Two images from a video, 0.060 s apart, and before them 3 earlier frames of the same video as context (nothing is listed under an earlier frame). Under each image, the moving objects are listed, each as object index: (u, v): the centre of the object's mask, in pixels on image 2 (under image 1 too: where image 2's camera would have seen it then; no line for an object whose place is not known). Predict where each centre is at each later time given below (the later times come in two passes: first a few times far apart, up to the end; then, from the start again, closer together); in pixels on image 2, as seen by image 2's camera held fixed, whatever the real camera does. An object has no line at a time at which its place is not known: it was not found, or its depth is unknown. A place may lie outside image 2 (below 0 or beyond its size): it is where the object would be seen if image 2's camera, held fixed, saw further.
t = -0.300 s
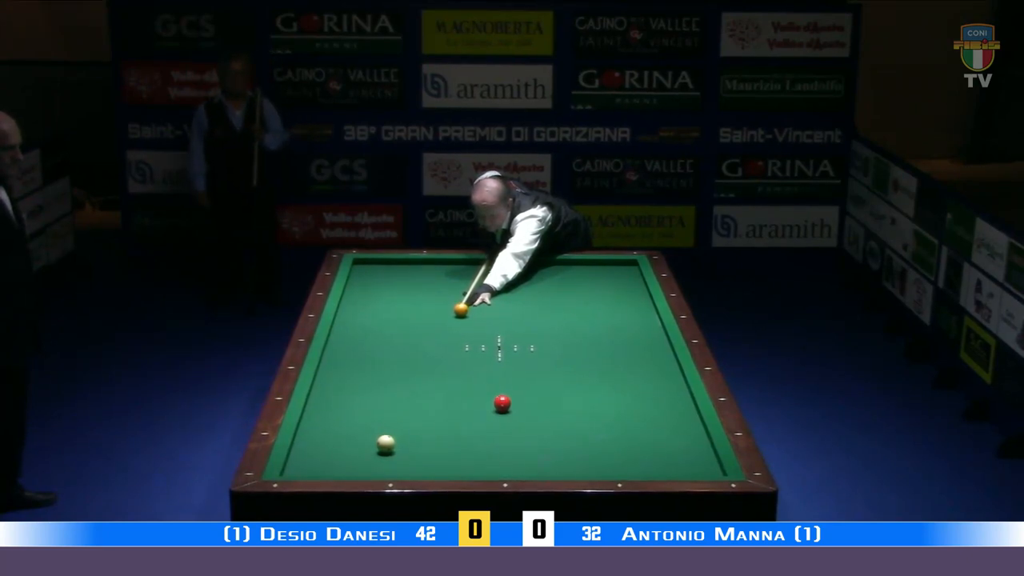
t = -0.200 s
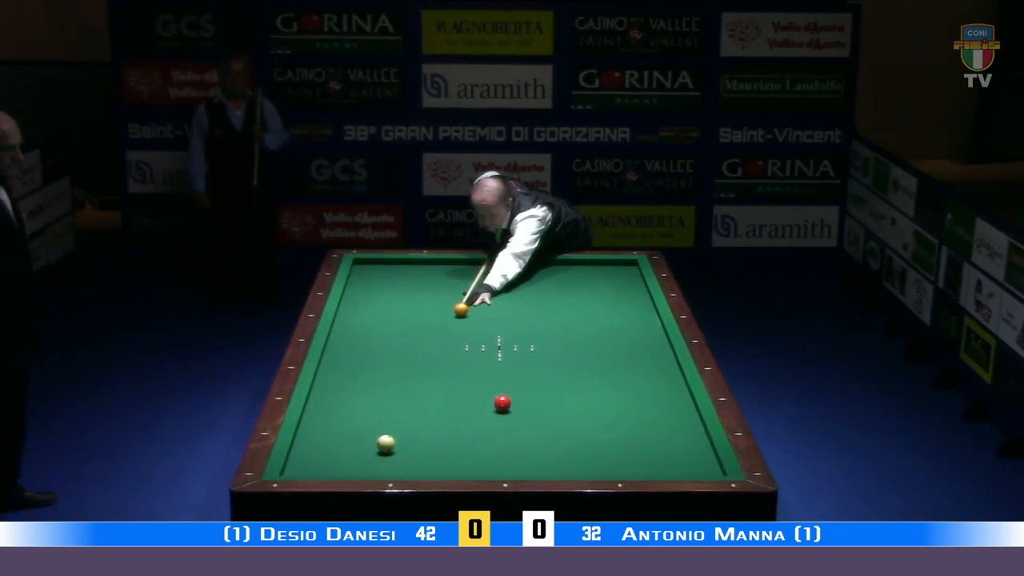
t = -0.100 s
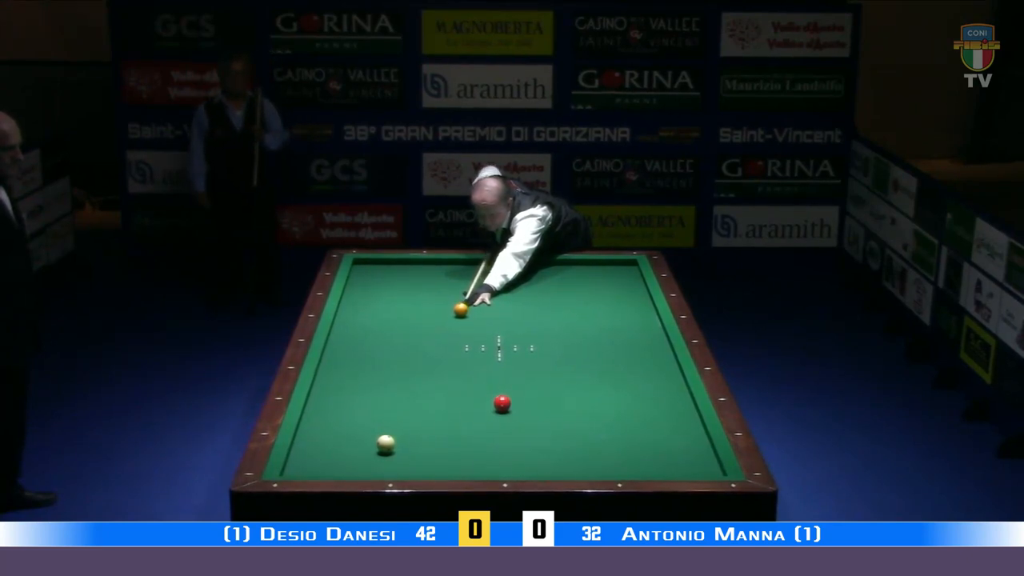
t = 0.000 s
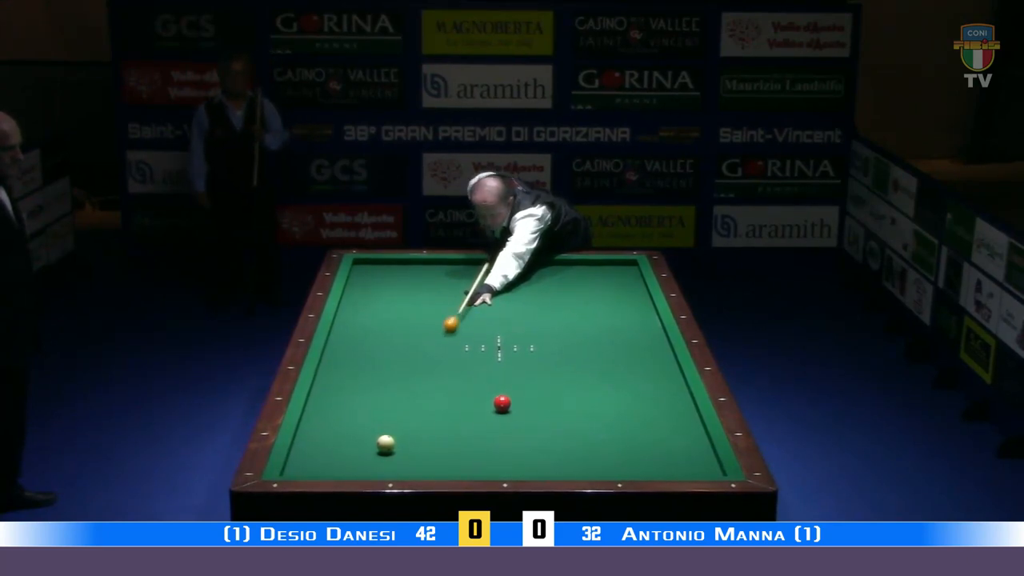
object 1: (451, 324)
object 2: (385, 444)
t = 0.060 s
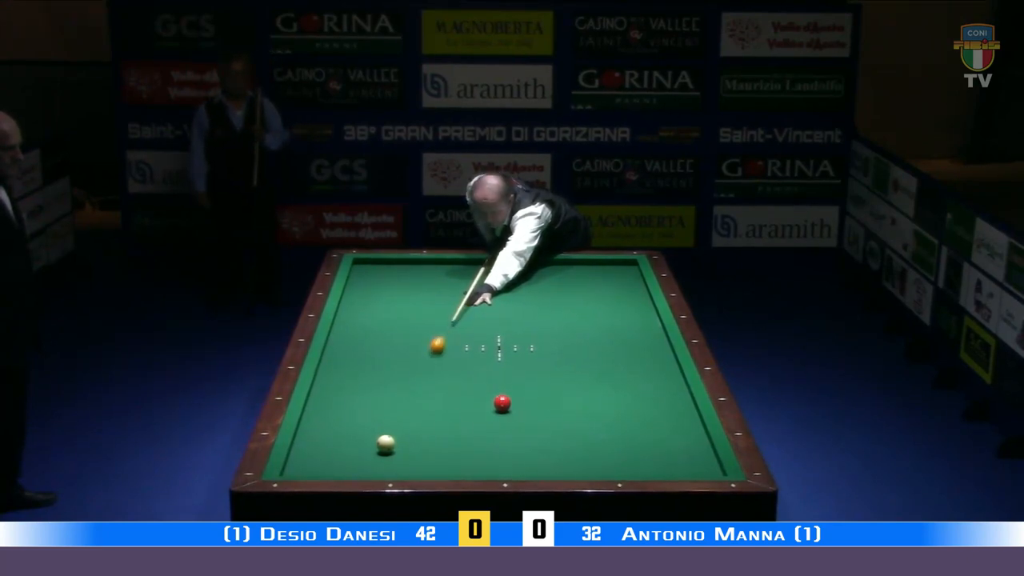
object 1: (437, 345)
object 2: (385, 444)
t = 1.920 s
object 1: (667, 452)
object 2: (549, 265)
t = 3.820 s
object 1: (392, 424)
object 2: (566, 377)
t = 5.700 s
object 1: (382, 409)
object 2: (570, 442)
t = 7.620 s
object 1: (462, 402)
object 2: (555, 372)
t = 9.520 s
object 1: (492, 398)
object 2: (542, 331)
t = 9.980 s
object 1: (493, 398)
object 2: (539, 323)
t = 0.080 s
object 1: (433, 353)
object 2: (385, 444)
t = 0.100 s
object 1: (428, 360)
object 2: (385, 444)
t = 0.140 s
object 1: (418, 375)
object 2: (385, 444)
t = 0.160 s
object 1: (412, 384)
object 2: (385, 444)
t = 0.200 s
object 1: (402, 400)
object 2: (385, 444)
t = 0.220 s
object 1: (396, 409)
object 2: (385, 444)
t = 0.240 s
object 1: (390, 418)
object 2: (385, 444)
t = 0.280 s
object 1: (376, 435)
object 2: (386, 445)
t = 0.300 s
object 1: (365, 439)
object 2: (392, 450)
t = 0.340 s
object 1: (338, 445)
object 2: (407, 464)
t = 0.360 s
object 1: (326, 447)
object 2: (414, 469)
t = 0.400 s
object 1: (299, 453)
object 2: (424, 465)
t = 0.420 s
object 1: (299, 455)
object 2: (428, 459)
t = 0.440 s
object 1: (308, 456)
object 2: (432, 454)
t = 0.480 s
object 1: (328, 457)
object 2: (438, 443)
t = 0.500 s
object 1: (337, 458)
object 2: (442, 438)
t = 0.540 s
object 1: (355, 461)
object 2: (448, 428)
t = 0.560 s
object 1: (363, 462)
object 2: (451, 424)
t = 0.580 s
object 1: (372, 462)
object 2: (454, 419)
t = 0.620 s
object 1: (389, 464)
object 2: (459, 411)
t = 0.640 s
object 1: (396, 465)
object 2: (462, 407)
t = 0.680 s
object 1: (412, 466)
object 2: (467, 398)
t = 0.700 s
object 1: (419, 467)
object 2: (469, 395)
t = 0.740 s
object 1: (433, 468)
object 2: (474, 388)
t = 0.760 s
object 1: (440, 469)
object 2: (476, 385)
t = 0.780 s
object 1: (447, 469)
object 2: (478, 381)
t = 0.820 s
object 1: (460, 471)
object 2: (481, 375)
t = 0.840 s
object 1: (467, 471)
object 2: (483, 372)
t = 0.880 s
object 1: (479, 470)
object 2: (486, 366)
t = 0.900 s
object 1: (485, 469)
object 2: (489, 363)
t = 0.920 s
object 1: (490, 469)
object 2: (490, 361)
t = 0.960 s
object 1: (502, 469)
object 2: (493, 355)
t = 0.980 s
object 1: (508, 468)
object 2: (494, 353)
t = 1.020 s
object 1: (520, 468)
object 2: (497, 347)
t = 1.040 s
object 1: (526, 468)
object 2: (499, 345)
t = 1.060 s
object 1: (532, 467)
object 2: (501, 342)
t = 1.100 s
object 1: (544, 467)
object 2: (504, 337)
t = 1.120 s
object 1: (549, 466)
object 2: (505, 335)
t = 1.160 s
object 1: (561, 466)
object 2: (507, 330)
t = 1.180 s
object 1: (566, 466)
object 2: (509, 328)
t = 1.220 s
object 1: (578, 465)
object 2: (512, 323)
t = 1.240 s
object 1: (584, 465)
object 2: (513, 321)
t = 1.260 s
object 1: (589, 465)
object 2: (514, 319)
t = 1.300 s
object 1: (600, 464)
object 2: (517, 314)
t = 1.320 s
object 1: (606, 464)
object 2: (518, 312)
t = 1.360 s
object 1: (617, 463)
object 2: (521, 308)
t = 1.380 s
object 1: (623, 463)
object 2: (522, 306)
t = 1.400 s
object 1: (628, 463)
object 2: (523, 304)
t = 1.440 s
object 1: (639, 462)
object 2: (526, 300)
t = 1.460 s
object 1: (645, 461)
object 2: (527, 298)
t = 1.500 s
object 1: (656, 460)
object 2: (529, 294)
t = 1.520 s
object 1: (662, 460)
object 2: (531, 292)
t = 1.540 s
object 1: (666, 460)
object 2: (531, 290)
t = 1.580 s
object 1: (678, 459)
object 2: (534, 286)
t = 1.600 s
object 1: (683, 458)
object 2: (535, 285)
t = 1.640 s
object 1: (693, 458)
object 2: (537, 281)
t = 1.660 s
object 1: (699, 457)
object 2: (538, 279)
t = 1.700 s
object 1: (709, 457)
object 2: (540, 275)
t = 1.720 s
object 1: (706, 456)
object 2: (541, 273)
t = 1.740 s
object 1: (701, 455)
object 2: (542, 272)
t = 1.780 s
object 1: (693, 455)
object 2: (544, 268)
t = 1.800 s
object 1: (689, 454)
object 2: (545, 267)
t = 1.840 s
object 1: (681, 454)
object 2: (547, 263)
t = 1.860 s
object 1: (678, 453)
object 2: (548, 262)
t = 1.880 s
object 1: (675, 453)
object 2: (549, 261)
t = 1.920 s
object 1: (667, 452)
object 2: (549, 265)
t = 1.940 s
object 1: (664, 452)
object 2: (549, 266)
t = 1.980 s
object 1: (658, 451)
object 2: (549, 269)
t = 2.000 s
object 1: (654, 451)
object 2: (549, 270)
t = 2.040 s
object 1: (648, 450)
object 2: (550, 272)
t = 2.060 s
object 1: (645, 450)
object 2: (550, 274)
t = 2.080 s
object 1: (641, 449)
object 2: (550, 275)
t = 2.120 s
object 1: (635, 449)
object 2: (550, 277)
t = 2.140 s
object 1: (632, 448)
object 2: (550, 278)
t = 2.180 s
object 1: (625, 448)
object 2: (550, 281)
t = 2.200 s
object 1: (623, 447)
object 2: (551, 282)
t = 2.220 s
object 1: (619, 447)
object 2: (551, 283)
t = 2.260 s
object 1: (613, 447)
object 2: (551, 285)
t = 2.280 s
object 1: (609, 446)
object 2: (551, 286)
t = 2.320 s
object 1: (603, 446)
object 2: (552, 288)
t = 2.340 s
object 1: (600, 445)
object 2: (552, 289)
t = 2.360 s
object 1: (597, 445)
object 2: (552, 290)
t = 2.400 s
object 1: (591, 444)
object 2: (553, 292)
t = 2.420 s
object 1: (588, 444)
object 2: (553, 293)
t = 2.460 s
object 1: (582, 443)
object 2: (553, 295)
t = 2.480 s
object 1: (579, 443)
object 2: (553, 296)
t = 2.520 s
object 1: (573, 442)
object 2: (554, 298)
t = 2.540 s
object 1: (570, 442)
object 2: (554, 299)
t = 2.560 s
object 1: (567, 442)
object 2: (554, 300)
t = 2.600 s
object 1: (561, 441)
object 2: (554, 302)
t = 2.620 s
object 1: (558, 441)
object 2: (555, 303)
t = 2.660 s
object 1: (552, 440)
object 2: (555, 306)
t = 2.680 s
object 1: (549, 440)
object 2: (555, 306)
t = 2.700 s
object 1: (546, 440)
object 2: (555, 308)
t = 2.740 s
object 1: (540, 439)
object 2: (556, 310)
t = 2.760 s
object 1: (537, 439)
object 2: (556, 311)
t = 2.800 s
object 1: (531, 438)
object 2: (556, 313)
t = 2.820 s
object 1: (528, 438)
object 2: (556, 314)
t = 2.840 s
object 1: (525, 438)
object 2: (557, 315)
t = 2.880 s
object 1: (519, 437)
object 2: (557, 318)
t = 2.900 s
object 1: (516, 437)
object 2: (557, 319)
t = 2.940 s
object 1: (511, 436)
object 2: (557, 321)
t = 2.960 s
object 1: (508, 436)
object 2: (557, 322)
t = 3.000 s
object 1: (502, 435)
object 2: (558, 324)
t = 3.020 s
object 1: (500, 435)
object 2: (558, 326)
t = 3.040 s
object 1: (497, 435)
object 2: (558, 327)
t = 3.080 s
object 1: (491, 434)
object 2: (559, 329)
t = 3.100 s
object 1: (488, 434)
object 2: (559, 330)
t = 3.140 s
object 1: (483, 433)
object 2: (559, 333)
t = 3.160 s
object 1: (480, 433)
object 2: (559, 334)
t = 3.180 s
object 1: (477, 433)
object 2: (560, 335)
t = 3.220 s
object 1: (472, 432)
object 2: (560, 338)
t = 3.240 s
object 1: (469, 432)
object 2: (560, 339)
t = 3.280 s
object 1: (463, 431)
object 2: (560, 341)
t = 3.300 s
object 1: (461, 431)
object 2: (561, 343)
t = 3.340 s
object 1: (455, 430)
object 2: (561, 345)
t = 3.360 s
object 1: (452, 430)
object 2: (561, 346)
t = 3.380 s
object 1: (450, 430)
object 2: (561, 348)
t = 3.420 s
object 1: (444, 430)
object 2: (562, 350)
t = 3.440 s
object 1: (442, 429)
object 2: (562, 351)
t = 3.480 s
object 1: (436, 429)
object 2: (562, 354)
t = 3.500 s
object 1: (434, 428)
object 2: (563, 355)
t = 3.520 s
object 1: (431, 428)
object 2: (563, 357)
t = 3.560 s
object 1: (426, 428)
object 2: (564, 359)
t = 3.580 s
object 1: (423, 427)
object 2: (563, 360)
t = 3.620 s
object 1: (418, 427)
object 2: (564, 363)
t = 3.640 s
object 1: (415, 427)
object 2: (564, 365)
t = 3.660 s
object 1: (413, 427)
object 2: (564, 366)
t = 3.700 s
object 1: (408, 426)
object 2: (565, 368)
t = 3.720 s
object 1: (405, 426)
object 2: (565, 370)
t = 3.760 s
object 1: (400, 425)
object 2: (565, 373)
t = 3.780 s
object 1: (397, 425)
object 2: (565, 374)
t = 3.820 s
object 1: (392, 424)
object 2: (566, 377)
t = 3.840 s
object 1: (389, 424)
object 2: (566, 378)
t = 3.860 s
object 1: (387, 424)
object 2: (566, 380)
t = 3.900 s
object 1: (382, 423)
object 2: (567, 382)
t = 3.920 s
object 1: (380, 423)
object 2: (567, 384)
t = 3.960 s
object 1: (375, 423)
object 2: (567, 387)
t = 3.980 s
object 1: (372, 422)
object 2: (568, 388)
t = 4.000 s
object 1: (370, 422)
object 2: (568, 389)
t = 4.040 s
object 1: (365, 422)
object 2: (568, 392)
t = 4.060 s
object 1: (362, 422)
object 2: (568, 394)
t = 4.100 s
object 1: (357, 421)
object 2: (569, 397)
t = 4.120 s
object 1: (355, 421)
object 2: (569, 398)
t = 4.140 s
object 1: (353, 420)
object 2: (569, 400)
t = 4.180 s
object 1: (348, 420)
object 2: (570, 403)
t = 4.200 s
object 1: (346, 420)
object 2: (570, 404)
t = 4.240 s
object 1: (341, 419)
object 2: (570, 408)
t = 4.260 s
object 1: (338, 419)
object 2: (570, 409)
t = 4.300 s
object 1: (334, 419)
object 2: (571, 412)
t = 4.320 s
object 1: (331, 419)
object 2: (571, 414)
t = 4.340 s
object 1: (329, 418)
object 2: (571, 415)
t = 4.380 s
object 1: (324, 418)
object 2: (571, 418)
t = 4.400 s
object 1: (322, 417)
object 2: (572, 420)
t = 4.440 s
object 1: (317, 417)
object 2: (572, 423)
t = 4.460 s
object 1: (315, 417)
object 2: (572, 425)
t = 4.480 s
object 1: (313, 417)
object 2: (572, 427)
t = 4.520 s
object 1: (308, 416)
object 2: (573, 430)
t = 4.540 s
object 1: (309, 416)
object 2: (573, 431)
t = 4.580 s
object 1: (313, 416)
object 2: (573, 435)
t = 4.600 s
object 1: (314, 415)
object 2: (574, 436)
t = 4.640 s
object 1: (318, 415)
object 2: (574, 439)
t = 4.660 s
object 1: (319, 415)
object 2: (574, 441)
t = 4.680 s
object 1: (320, 415)
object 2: (574, 443)
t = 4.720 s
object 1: (323, 415)
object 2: (575, 446)
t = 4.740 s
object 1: (324, 414)
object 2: (575, 448)
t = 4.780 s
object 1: (326, 414)
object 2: (575, 451)
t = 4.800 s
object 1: (328, 414)
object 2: (576, 453)
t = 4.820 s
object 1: (329, 414)
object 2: (575, 455)
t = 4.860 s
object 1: (332, 414)
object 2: (576, 458)
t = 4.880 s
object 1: (333, 414)
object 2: (576, 460)
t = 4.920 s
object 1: (336, 413)
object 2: (576, 463)
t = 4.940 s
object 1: (337, 413)
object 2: (577, 465)
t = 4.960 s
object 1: (339, 413)
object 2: (577, 465)
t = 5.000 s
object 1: (341, 413)
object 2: (577, 468)
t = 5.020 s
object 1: (342, 413)
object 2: (577, 469)
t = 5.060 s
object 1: (345, 412)
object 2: (578, 471)
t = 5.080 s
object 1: (346, 413)
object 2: (577, 470)
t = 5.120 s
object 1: (348, 412)
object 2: (577, 468)
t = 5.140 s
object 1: (350, 412)
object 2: (577, 468)
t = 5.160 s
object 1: (351, 412)
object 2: (576, 467)
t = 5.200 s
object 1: (354, 412)
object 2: (576, 466)
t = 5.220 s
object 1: (355, 412)
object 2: (576, 465)
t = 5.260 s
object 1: (357, 411)
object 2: (575, 462)
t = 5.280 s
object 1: (358, 411)
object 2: (575, 462)
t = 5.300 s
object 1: (360, 411)
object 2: (575, 461)
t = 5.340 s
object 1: (362, 411)
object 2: (574, 459)
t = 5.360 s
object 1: (363, 411)
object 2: (574, 458)
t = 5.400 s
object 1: (365, 410)
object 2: (573, 455)
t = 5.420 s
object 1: (366, 410)
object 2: (573, 455)
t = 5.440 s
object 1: (368, 410)
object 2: (573, 454)
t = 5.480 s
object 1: (370, 410)
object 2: (572, 452)
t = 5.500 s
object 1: (371, 410)
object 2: (572, 451)
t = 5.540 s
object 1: (373, 410)
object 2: (572, 449)
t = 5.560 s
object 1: (374, 410)
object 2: (571, 448)
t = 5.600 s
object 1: (376, 409)
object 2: (571, 446)
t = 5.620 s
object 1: (377, 409)
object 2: (571, 445)
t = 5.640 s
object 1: (379, 409)
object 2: (571, 444)
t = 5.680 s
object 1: (381, 409)
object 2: (570, 442)
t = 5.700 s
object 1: (382, 409)
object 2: (570, 442)
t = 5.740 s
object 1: (384, 409)
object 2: (570, 440)
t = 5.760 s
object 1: (385, 409)
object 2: (569, 439)
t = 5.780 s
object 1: (386, 409)
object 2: (569, 438)
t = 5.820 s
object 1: (388, 408)
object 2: (569, 437)
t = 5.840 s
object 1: (389, 408)
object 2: (569, 435)
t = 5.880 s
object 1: (391, 408)
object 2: (568, 434)
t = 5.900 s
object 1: (393, 408)
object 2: (568, 433)
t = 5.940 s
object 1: (394, 408)
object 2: (567, 431)
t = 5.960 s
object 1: (395, 407)
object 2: (567, 430)
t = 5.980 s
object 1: (396, 407)
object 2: (567, 430)
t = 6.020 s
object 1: (399, 407)
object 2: (567, 428)
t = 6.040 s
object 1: (399, 407)
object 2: (566, 427)
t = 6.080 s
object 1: (401, 407)
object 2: (566, 425)
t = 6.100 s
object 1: (402, 407)
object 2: (566, 424)
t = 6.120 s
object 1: (403, 407)
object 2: (566, 424)
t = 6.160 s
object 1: (405, 407)
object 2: (565, 422)
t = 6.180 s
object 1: (406, 407)
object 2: (565, 421)
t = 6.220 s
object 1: (408, 407)
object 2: (565, 420)
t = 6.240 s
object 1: (409, 406)
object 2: (565, 419)
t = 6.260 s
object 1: (410, 406)
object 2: (565, 417)
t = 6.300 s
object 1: (411, 406)
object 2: (564, 416)
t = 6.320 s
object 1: (413, 406)
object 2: (564, 416)
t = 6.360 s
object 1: (415, 406)
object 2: (564, 414)
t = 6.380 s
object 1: (415, 406)
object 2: (563, 413)
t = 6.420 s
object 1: (417, 406)
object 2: (563, 412)
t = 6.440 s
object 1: (418, 406)
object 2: (563, 411)
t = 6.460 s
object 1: (419, 406)
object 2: (563, 410)
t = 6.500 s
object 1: (421, 406)
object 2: (563, 409)
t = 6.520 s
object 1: (422, 405)
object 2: (563, 408)
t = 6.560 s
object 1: (423, 405)
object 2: (562, 407)
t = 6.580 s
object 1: (424, 405)
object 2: (562, 406)
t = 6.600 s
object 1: (425, 405)
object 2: (562, 405)
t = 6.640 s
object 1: (426, 405)
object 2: (562, 404)
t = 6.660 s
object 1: (427, 405)
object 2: (562, 403)
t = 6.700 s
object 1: (429, 405)
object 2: (561, 402)
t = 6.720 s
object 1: (430, 405)
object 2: (561, 401)
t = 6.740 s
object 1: (431, 405)
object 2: (561, 400)
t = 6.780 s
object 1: (432, 404)
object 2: (561, 399)
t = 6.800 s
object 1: (433, 404)
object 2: (561, 398)
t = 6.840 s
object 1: (435, 404)
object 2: (561, 397)
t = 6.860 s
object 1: (435, 404)
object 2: (560, 396)
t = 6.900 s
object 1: (437, 404)
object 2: (560, 395)
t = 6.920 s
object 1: (438, 404)
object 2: (560, 394)
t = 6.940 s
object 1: (439, 404)
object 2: (560, 393)
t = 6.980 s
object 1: (440, 404)
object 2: (560, 392)
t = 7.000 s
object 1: (441, 404)
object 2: (559, 391)
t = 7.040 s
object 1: (442, 403)
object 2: (559, 390)
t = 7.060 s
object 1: (443, 403)
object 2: (559, 389)
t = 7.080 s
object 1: (444, 403)
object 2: (559, 388)
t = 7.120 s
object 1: (445, 403)
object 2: (558, 388)
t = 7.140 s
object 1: (446, 403)
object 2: (558, 387)
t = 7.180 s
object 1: (447, 403)
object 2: (558, 385)
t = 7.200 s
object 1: (448, 403)
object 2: (558, 385)
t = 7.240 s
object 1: (449, 403)
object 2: (558, 384)
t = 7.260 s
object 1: (450, 403)
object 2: (557, 383)
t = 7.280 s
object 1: (451, 403)
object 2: (557, 382)
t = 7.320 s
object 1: (452, 403)
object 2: (557, 381)
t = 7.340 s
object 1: (453, 403)
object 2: (557, 381)
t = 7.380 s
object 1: (454, 402)
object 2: (557, 379)
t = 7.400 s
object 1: (455, 402)
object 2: (556, 379)
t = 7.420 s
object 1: (456, 402)
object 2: (556, 378)
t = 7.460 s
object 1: (457, 402)
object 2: (556, 377)
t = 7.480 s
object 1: (457, 402)
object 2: (556, 376)
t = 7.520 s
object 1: (459, 402)
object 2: (555, 375)
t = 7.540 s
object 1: (459, 402)
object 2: (555, 374)
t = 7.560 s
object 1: (460, 402)
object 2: (555, 374)
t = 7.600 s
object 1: (461, 402)
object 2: (554, 373)
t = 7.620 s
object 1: (462, 402)
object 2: (555, 372)
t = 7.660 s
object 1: (463, 402)
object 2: (554, 371)
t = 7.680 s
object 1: (464, 402)
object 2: (554, 370)
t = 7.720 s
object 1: (465, 402)
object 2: (554, 370)
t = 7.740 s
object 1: (465, 402)
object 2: (553, 369)
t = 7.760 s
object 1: (466, 402)
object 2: (553, 369)
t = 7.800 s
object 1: (467, 401)
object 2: (553, 368)
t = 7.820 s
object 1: (468, 401)
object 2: (553, 367)
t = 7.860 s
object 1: (469, 401)
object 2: (553, 366)
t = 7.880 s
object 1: (469, 401)
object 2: (553, 365)
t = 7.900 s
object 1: (470, 401)
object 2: (552, 365)
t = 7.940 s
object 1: (471, 401)
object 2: (552, 364)
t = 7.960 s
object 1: (472, 401)
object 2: (552, 363)
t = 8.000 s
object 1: (473, 401)
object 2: (552, 362)
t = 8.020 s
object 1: (473, 401)
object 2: (552, 362)
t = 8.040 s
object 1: (474, 401)
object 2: (551, 361)
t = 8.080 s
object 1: (475, 401)
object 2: (551, 360)
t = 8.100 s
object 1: (475, 401)
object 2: (551, 360)
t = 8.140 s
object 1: (476, 401)
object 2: (551, 359)
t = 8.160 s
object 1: (476, 401)
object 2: (550, 359)
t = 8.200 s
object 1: (478, 401)
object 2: (550, 357)
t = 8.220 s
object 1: (478, 401)
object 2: (550, 357)
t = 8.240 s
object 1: (479, 400)
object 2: (550, 356)
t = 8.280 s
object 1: (479, 400)
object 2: (550, 355)
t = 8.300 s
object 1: (480, 401)
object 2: (549, 355)
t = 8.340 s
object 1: (481, 400)
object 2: (549, 354)
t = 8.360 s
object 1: (481, 401)
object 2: (549, 354)
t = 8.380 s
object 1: (482, 400)
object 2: (549, 353)
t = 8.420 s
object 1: (482, 400)
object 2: (548, 353)
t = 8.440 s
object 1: (483, 400)
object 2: (548, 352)
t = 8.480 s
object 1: (484, 400)
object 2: (548, 351)
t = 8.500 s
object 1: (484, 400)
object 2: (548, 350)
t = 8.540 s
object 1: (485, 400)
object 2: (548, 350)
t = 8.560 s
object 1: (485, 400)
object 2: (548, 349)
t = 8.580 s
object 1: (486, 400)
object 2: (547, 349)
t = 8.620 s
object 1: (486, 400)
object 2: (547, 348)
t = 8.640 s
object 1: (486, 400)
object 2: (547, 347)
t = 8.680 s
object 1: (487, 400)
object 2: (547, 347)
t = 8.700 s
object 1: (488, 400)
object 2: (547, 346)
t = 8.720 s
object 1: (488, 400)
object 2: (547, 346)
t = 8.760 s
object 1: (488, 400)
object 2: (546, 345)
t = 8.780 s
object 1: (488, 400)
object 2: (546, 344)
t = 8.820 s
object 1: (488, 400)
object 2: (546, 344)
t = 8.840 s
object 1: (489, 399)
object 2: (546, 343)
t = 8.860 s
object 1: (489, 399)
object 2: (546, 343)
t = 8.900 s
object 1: (489, 399)
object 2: (545, 342)
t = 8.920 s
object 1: (489, 399)
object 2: (545, 342)
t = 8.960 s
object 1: (489, 399)
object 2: (545, 341)
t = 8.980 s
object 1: (490, 399)
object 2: (545, 340)
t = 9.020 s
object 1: (490, 399)
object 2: (545, 340)
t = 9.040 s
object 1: (490, 399)
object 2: (544, 339)
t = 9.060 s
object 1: (490, 399)
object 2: (544, 339)
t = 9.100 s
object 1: (490, 399)
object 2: (544, 338)
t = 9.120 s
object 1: (490, 399)
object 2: (544, 338)
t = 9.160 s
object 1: (491, 399)
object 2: (544, 337)
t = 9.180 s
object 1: (491, 399)
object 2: (543, 337)
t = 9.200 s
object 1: (491, 399)
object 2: (543, 336)
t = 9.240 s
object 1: (491, 399)
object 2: (543, 335)
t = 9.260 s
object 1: (491, 399)
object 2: (543, 335)
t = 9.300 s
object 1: (491, 398)
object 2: (543, 334)
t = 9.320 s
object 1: (491, 398)
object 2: (543, 334)
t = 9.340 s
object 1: (491, 398)
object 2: (543, 334)
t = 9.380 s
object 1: (491, 398)
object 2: (542, 333)
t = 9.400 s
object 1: (492, 398)
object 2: (542, 333)
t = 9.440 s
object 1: (492, 398)
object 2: (542, 332)
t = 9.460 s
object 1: (492, 398)
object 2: (542, 332)
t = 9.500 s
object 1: (492, 398)
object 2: (542, 330)
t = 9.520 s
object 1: (492, 398)
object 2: (542, 331)
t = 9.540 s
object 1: (492, 398)
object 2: (542, 330)
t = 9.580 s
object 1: (492, 398)
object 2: (541, 329)
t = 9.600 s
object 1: (492, 398)
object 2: (542, 329)
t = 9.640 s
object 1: (492, 397)
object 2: (541, 328)
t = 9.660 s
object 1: (492, 397)
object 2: (541, 328)
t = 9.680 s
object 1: (493, 398)
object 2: (541, 328)
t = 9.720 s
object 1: (493, 398)
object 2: (540, 327)
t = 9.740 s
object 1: (493, 397)
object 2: (541, 327)
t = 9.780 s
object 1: (493, 398)
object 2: (540, 326)
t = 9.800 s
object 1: (493, 397)
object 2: (540, 326)
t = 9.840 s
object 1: (493, 398)
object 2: (540, 325)
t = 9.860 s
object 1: (493, 398)
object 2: (540, 325)
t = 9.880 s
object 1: (493, 398)
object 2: (540, 325)
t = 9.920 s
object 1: (493, 398)
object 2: (540, 324)
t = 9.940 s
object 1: (493, 398)
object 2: (540, 323)
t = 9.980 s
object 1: (493, 398)
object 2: (539, 323)
